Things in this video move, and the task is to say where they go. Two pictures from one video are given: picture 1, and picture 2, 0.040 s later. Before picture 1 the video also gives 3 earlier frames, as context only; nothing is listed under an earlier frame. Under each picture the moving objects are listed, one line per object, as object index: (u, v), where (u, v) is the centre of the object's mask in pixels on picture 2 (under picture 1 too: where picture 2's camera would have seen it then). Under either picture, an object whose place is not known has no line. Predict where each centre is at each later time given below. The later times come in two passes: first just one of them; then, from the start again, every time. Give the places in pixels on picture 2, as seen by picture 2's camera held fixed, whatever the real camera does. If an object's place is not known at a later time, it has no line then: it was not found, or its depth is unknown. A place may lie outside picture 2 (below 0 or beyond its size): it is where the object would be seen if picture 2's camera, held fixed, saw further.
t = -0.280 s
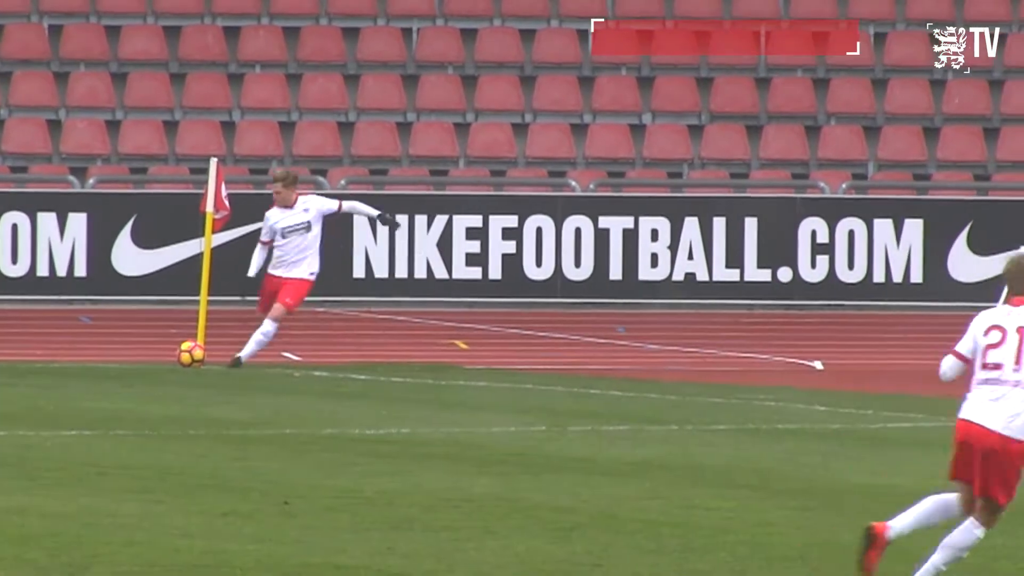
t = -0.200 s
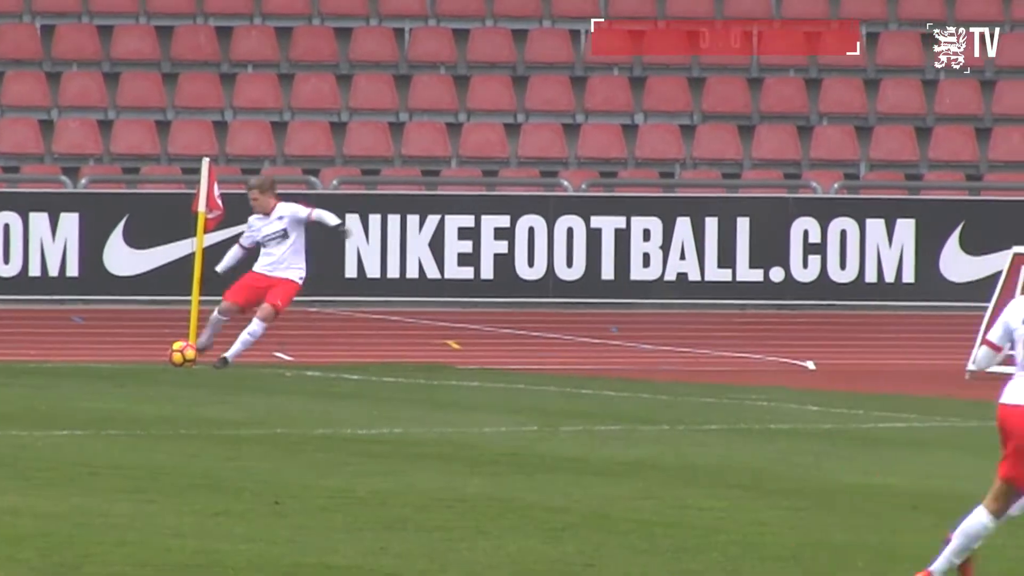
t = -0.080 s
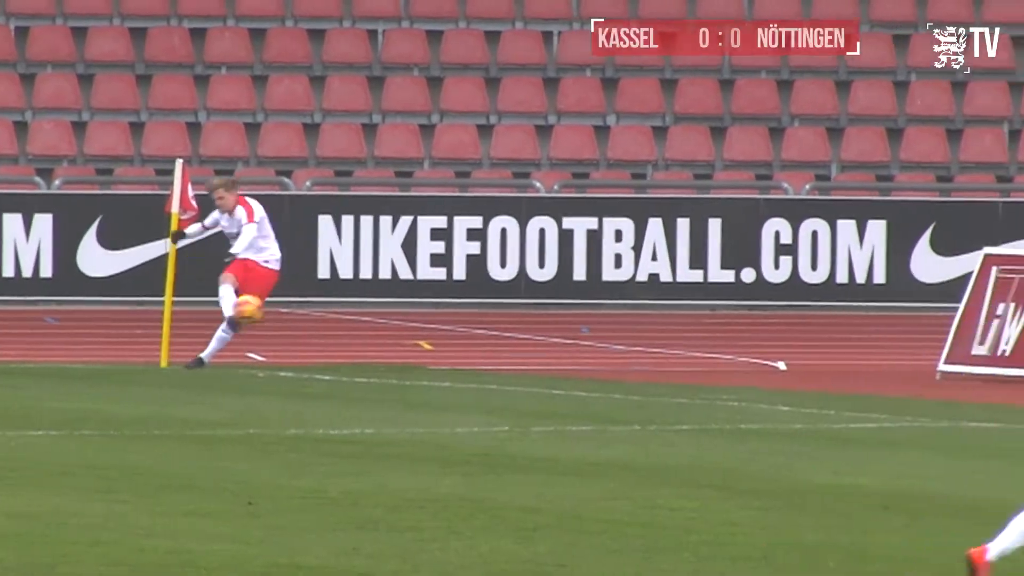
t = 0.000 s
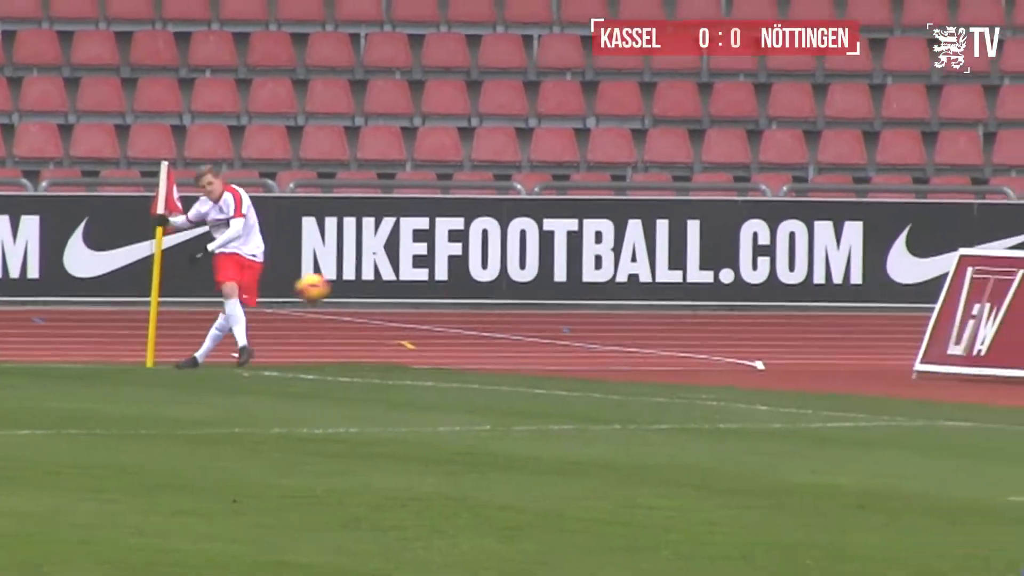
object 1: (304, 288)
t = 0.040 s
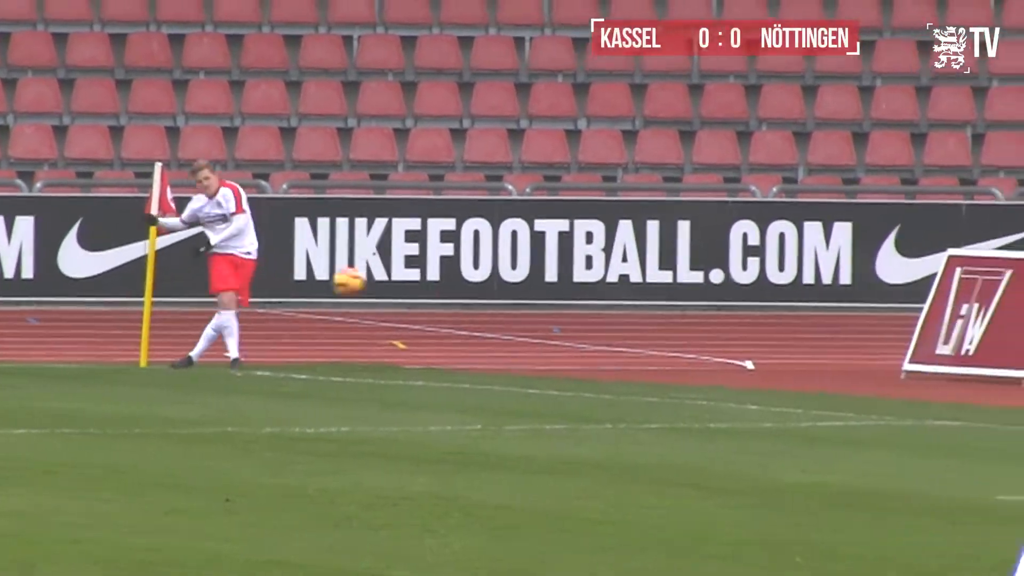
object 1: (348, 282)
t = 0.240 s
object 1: (592, 299)
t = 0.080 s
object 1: (394, 279)
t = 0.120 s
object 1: (441, 280)
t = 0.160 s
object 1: (489, 283)
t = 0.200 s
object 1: (539, 290)
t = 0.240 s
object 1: (592, 299)
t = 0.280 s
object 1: (646, 311)
